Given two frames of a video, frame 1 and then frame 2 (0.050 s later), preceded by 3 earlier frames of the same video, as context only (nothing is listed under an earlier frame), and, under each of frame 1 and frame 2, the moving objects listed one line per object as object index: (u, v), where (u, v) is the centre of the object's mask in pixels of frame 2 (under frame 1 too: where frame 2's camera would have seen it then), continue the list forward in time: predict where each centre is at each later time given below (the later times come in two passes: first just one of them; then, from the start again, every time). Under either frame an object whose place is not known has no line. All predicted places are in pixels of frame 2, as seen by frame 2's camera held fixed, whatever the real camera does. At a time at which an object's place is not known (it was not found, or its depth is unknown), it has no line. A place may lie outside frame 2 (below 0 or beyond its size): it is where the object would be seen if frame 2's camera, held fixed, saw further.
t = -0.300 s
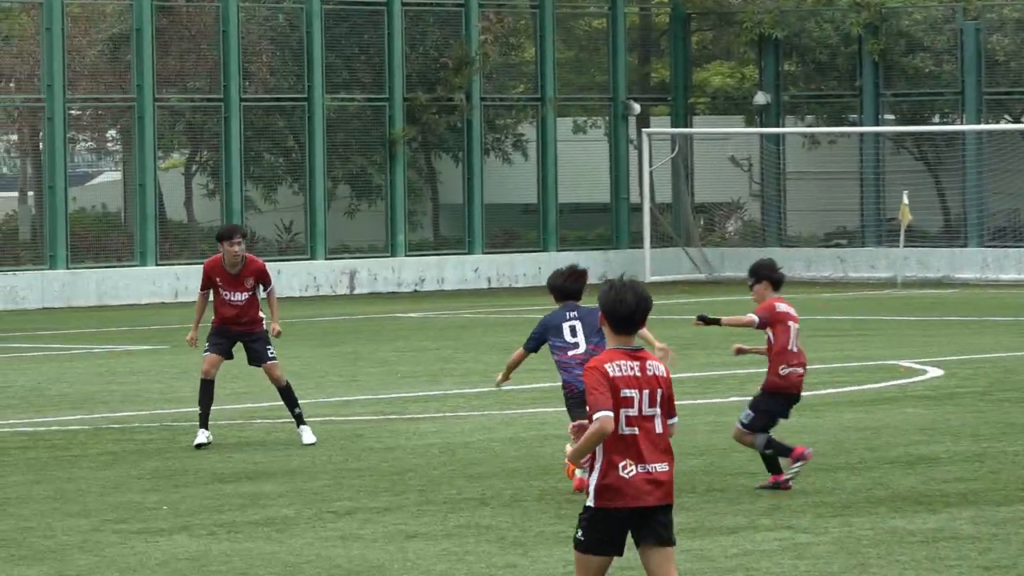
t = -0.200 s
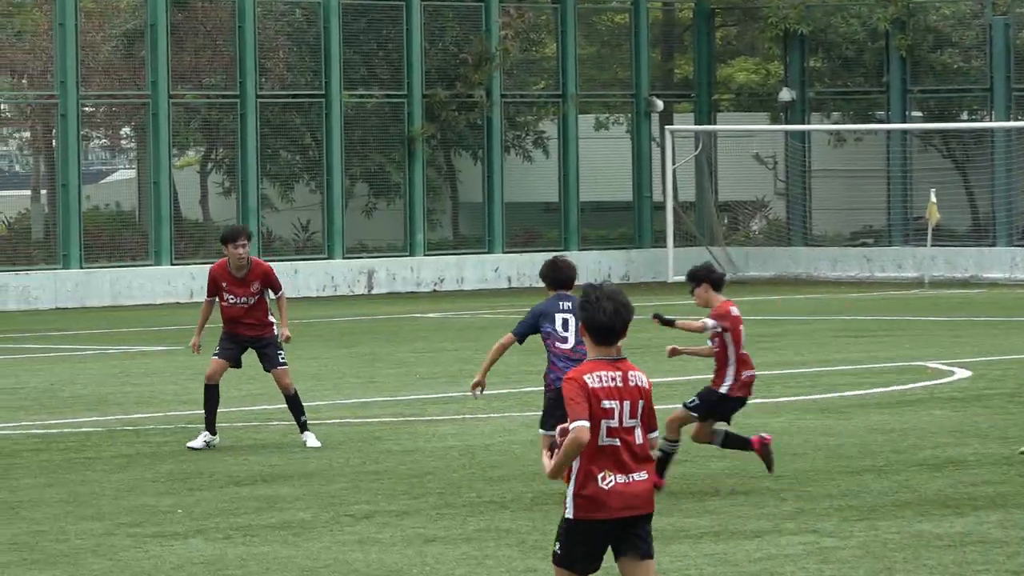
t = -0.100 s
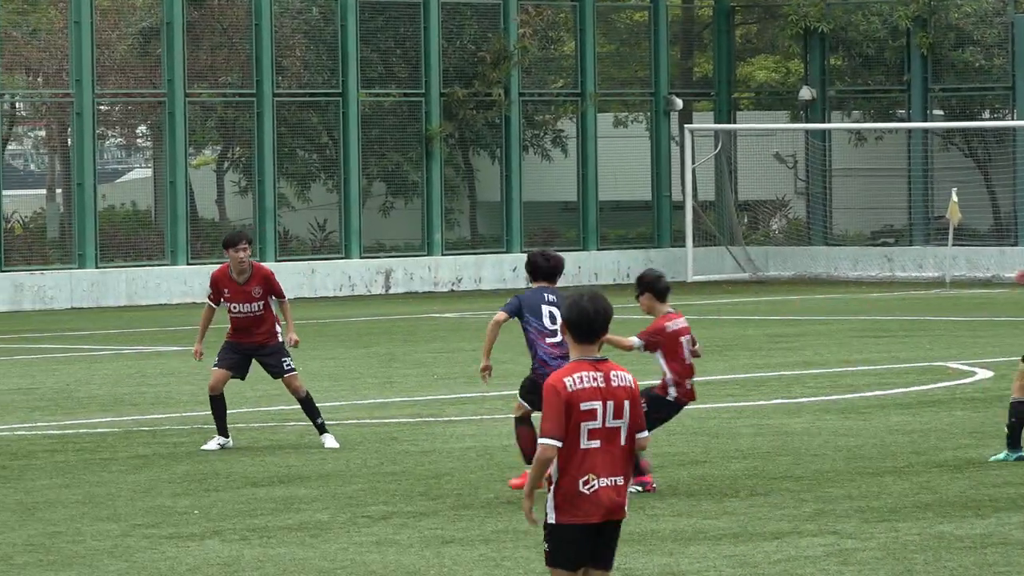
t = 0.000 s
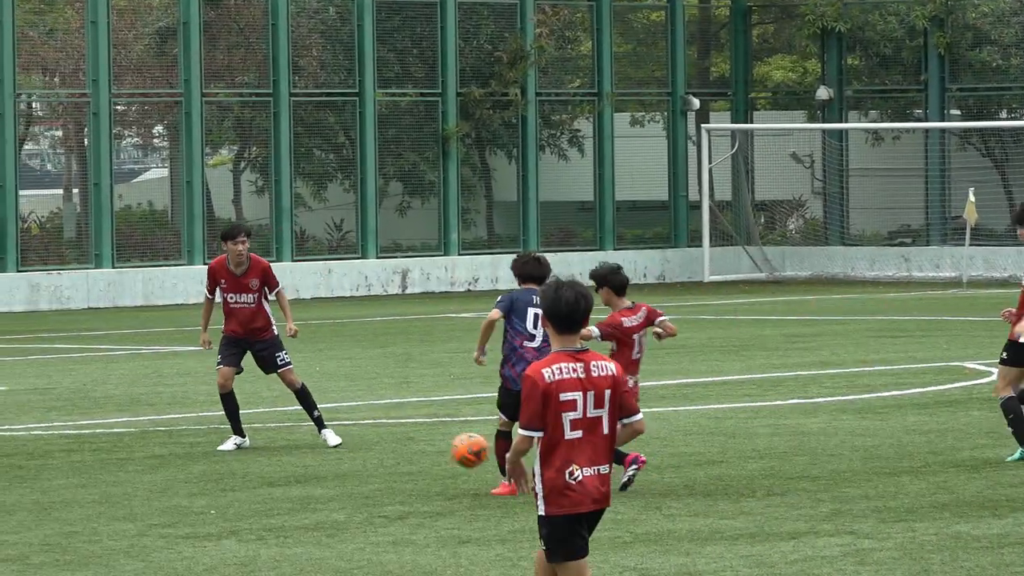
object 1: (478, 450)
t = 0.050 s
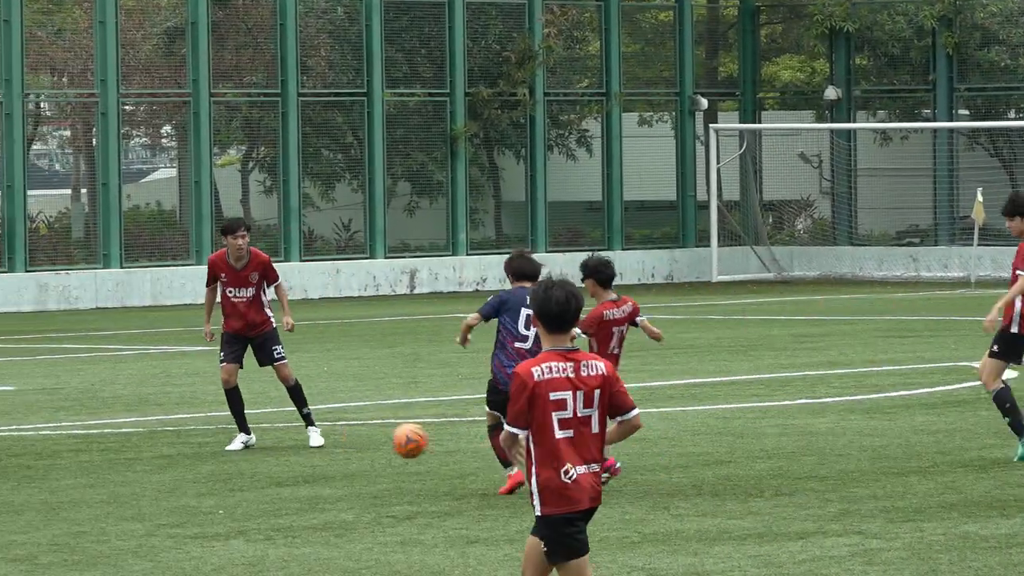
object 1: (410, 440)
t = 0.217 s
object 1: (186, 439)
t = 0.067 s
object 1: (387, 438)
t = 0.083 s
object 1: (365, 437)
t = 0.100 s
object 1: (342, 436)
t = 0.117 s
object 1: (320, 434)
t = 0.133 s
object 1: (298, 434)
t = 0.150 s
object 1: (274, 434)
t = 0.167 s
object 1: (253, 434)
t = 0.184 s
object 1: (231, 435)
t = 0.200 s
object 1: (208, 437)
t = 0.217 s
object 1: (186, 439)
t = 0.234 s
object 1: (163, 441)
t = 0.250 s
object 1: (140, 444)
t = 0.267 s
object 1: (118, 447)
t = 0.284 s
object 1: (96, 451)
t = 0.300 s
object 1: (73, 455)
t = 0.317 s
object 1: (51, 459)
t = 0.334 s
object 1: (28, 464)
